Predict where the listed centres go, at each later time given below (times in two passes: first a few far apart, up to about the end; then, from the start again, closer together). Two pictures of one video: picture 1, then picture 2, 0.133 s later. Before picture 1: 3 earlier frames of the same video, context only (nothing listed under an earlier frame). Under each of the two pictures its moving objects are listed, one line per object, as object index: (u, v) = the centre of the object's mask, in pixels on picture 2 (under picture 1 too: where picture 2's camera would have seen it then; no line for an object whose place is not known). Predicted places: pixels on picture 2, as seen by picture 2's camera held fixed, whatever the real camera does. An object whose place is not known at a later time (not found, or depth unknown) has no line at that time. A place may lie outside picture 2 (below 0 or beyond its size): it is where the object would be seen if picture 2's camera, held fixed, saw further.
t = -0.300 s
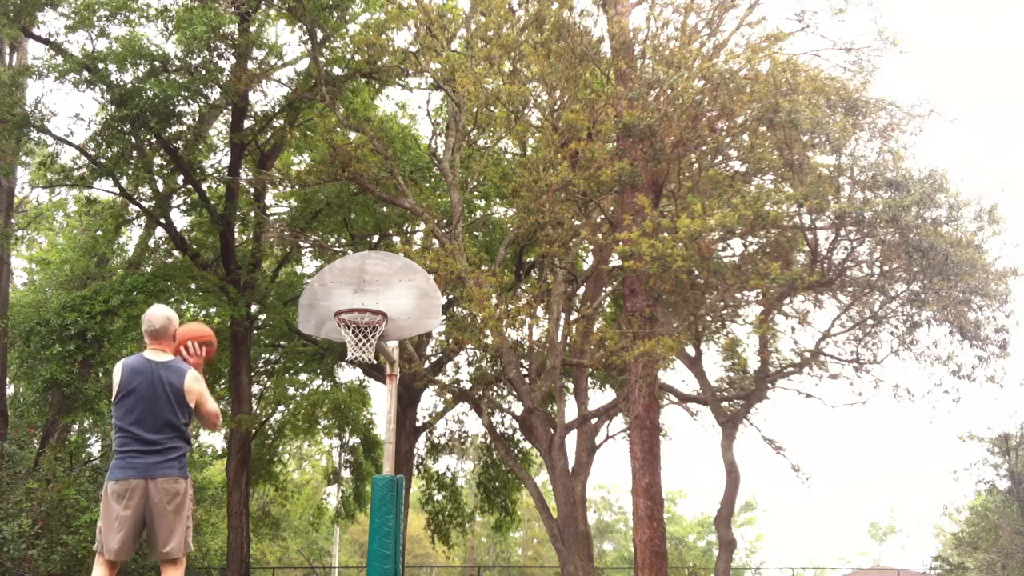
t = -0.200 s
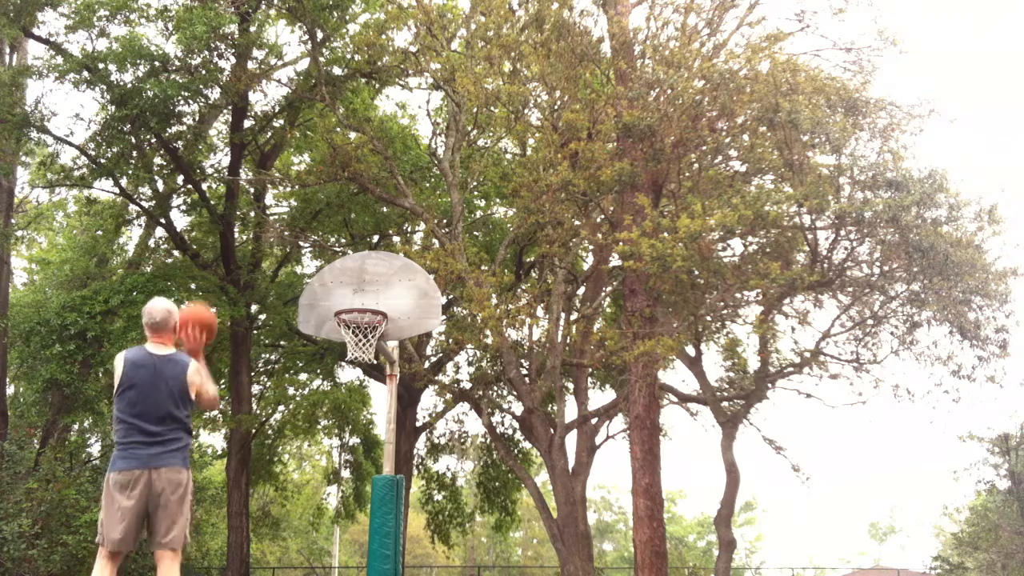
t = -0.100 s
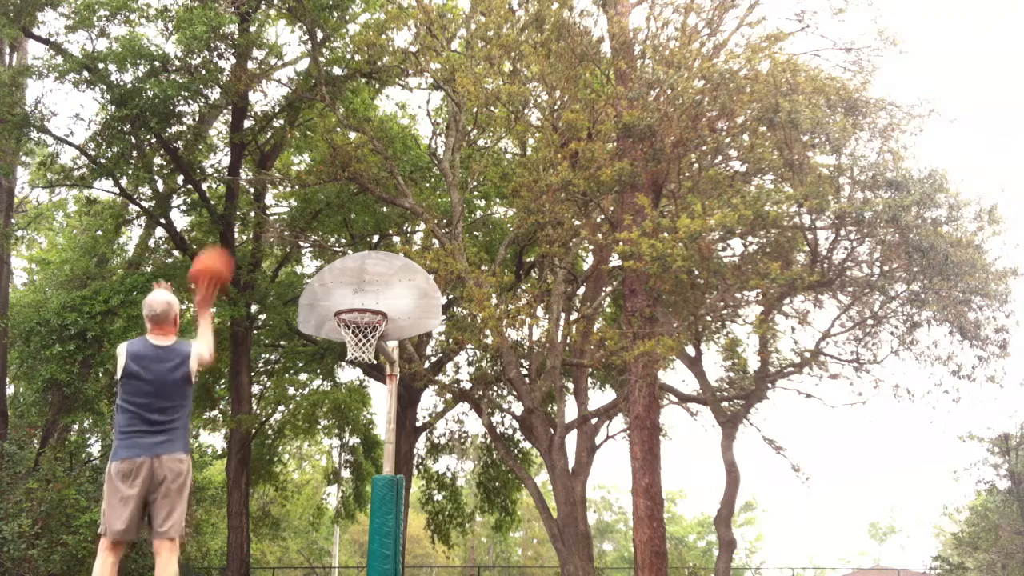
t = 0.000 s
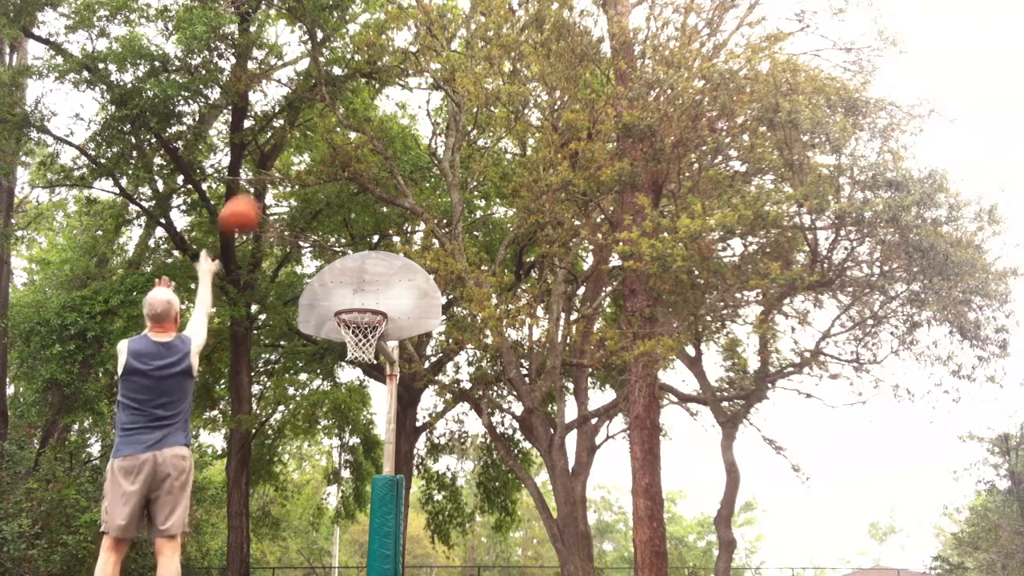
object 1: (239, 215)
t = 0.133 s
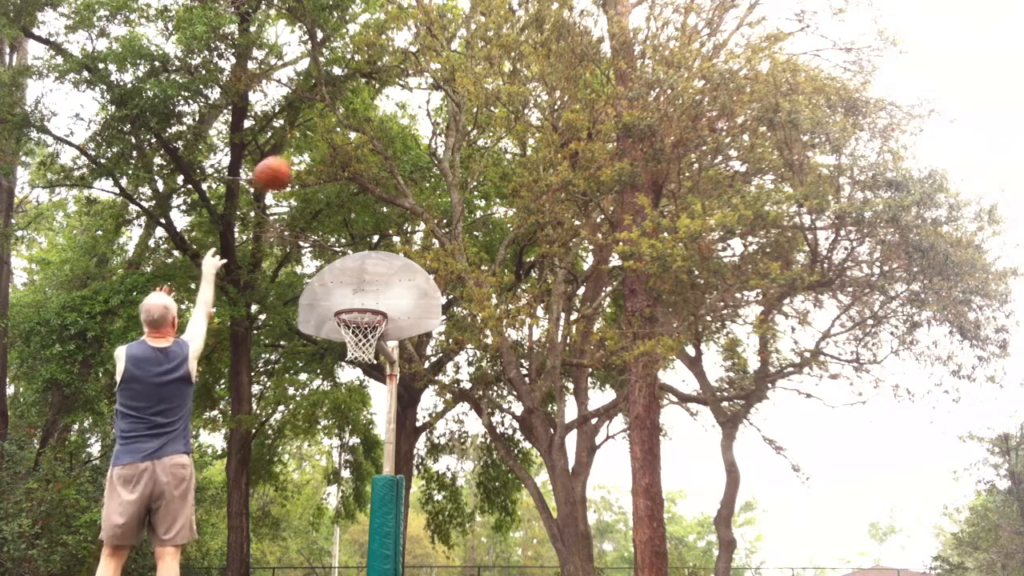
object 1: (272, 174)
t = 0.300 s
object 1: (304, 158)
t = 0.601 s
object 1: (347, 207)
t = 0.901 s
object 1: (361, 321)
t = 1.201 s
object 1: (344, 339)
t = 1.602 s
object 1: (362, 480)
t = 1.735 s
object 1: (367, 567)
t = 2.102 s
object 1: (394, 532)
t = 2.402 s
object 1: (419, 508)
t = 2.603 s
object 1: (435, 553)
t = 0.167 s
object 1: (278, 168)
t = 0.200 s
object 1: (286, 163)
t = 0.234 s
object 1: (292, 161)
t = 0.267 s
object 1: (299, 159)
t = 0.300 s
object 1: (304, 158)
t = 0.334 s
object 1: (310, 159)
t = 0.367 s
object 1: (316, 161)
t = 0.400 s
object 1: (321, 165)
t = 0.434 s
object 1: (325, 168)
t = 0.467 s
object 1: (329, 174)
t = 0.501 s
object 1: (334, 181)
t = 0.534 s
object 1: (339, 188)
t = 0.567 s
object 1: (343, 197)
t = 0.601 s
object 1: (347, 207)
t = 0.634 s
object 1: (350, 217)
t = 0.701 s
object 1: (357, 240)
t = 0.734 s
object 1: (360, 253)
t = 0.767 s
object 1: (364, 269)
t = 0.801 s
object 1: (368, 282)
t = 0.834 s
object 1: (371, 296)
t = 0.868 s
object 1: (370, 319)
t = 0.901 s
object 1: (361, 321)
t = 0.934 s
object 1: (350, 330)
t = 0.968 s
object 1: (343, 335)
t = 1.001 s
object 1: (339, 334)
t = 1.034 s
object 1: (338, 333)
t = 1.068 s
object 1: (338, 333)
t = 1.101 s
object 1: (339, 333)
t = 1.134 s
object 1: (340, 333)
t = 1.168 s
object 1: (342, 334)
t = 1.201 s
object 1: (344, 339)
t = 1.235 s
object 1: (345, 343)
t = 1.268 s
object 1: (347, 348)
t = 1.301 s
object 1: (349, 355)
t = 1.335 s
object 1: (351, 363)
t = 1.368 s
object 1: (353, 373)
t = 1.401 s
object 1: (354, 388)
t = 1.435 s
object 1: (356, 396)
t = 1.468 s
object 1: (357, 409)
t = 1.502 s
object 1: (358, 424)
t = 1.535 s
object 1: (360, 442)
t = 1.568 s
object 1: (362, 459)
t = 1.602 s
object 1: (362, 480)
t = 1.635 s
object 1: (363, 500)
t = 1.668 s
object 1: (364, 526)
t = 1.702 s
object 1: (365, 549)
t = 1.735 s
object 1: (367, 567)
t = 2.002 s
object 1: (386, 562)
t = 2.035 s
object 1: (389, 551)
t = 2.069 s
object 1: (391, 541)
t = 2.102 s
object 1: (394, 532)
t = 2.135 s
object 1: (397, 524)
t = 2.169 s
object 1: (400, 517)
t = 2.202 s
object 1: (403, 512)
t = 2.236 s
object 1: (406, 509)
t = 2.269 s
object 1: (409, 506)
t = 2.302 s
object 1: (412, 505)
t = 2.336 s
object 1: (414, 505)
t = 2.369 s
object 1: (417, 506)
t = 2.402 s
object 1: (419, 508)
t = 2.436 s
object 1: (423, 513)
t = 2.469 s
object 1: (425, 517)
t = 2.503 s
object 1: (428, 524)
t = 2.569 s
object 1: (433, 542)
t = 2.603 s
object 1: (435, 553)
